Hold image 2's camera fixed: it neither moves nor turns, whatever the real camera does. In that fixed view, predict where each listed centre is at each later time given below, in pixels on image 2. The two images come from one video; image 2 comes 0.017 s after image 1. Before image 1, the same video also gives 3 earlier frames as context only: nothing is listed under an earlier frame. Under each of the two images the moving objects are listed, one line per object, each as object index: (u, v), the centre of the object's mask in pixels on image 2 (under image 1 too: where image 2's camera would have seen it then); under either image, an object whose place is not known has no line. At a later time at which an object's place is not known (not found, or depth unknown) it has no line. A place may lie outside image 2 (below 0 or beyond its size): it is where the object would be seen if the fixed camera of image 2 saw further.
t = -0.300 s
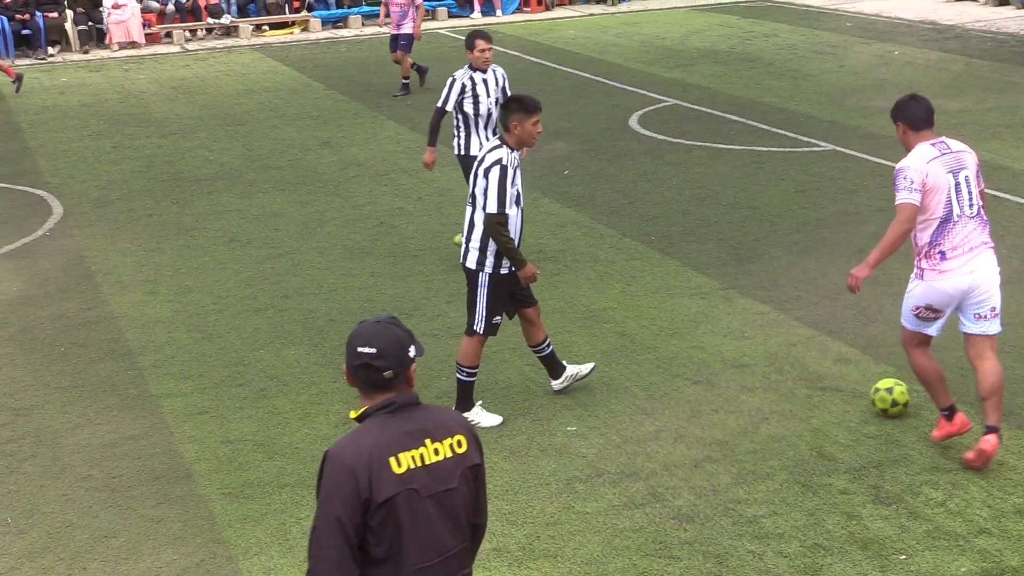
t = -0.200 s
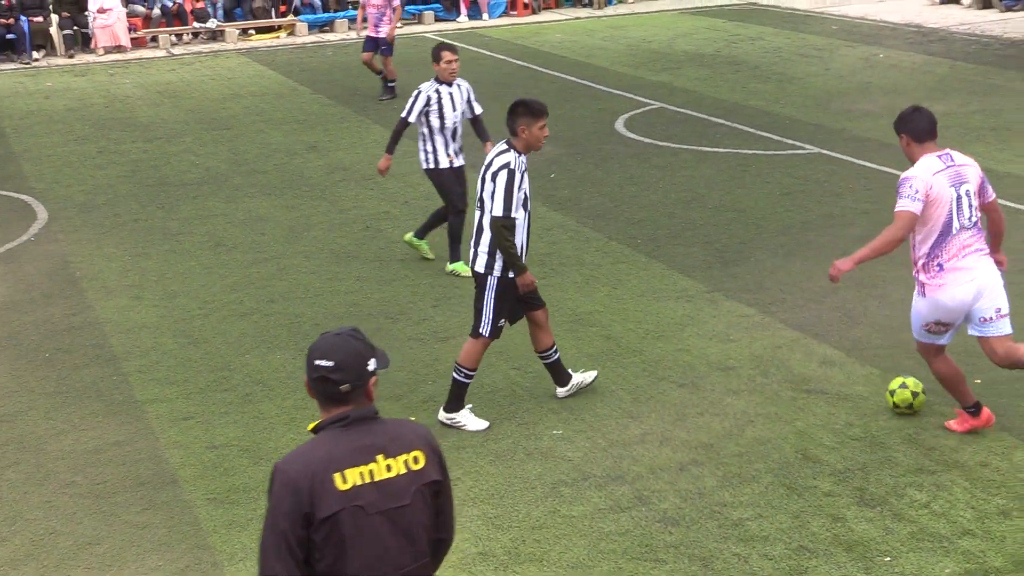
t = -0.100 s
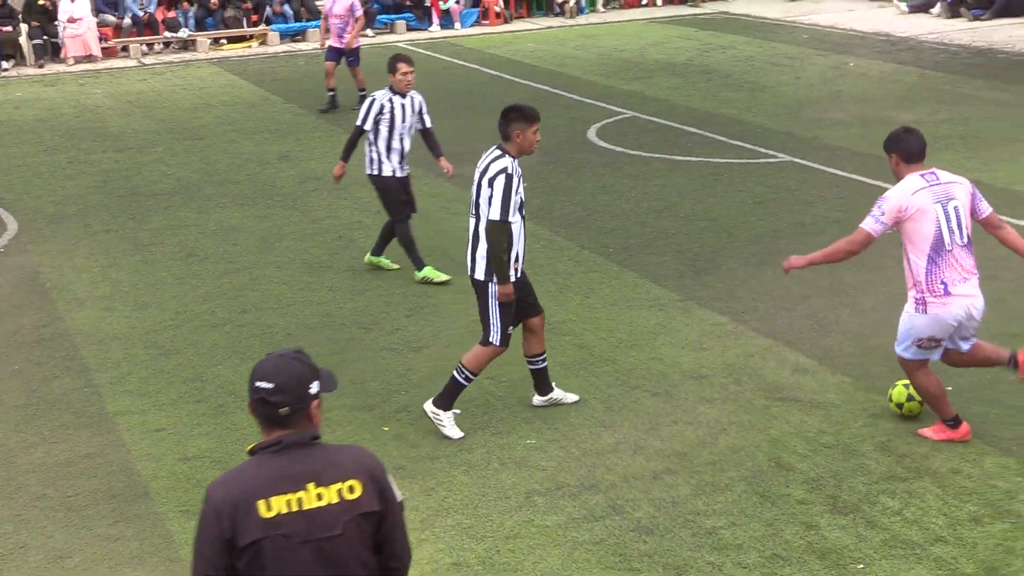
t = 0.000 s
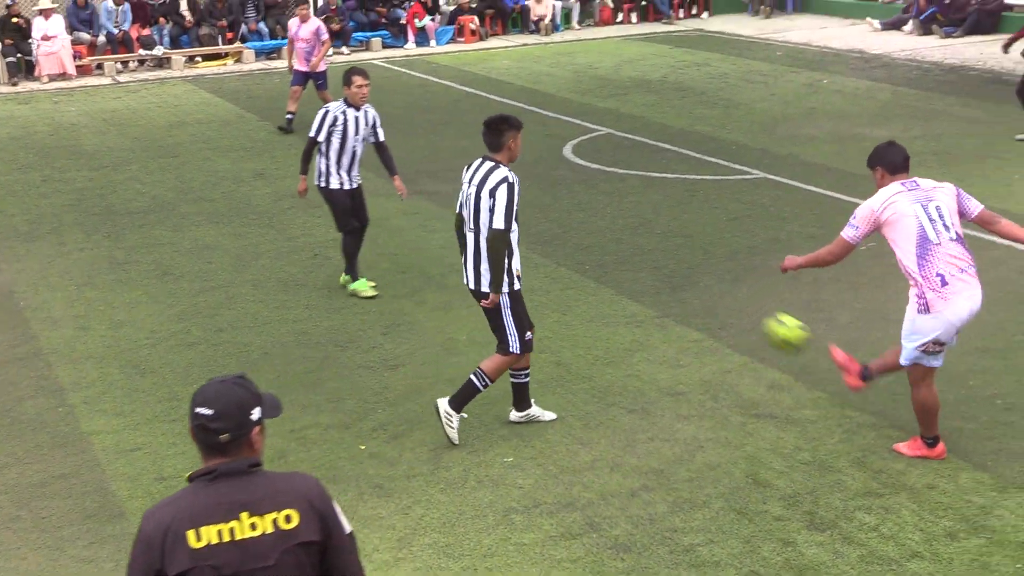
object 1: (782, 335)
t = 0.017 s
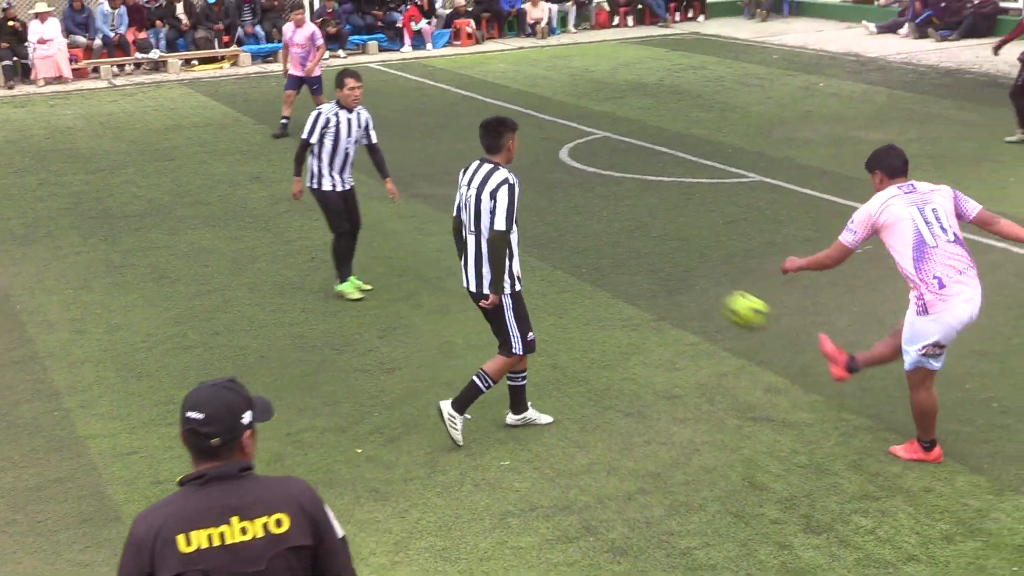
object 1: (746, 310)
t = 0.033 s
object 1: (710, 286)
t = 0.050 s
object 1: (673, 262)
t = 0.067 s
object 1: (639, 239)
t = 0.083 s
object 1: (605, 218)
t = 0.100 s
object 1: (572, 196)
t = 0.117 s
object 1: (548, 177)
